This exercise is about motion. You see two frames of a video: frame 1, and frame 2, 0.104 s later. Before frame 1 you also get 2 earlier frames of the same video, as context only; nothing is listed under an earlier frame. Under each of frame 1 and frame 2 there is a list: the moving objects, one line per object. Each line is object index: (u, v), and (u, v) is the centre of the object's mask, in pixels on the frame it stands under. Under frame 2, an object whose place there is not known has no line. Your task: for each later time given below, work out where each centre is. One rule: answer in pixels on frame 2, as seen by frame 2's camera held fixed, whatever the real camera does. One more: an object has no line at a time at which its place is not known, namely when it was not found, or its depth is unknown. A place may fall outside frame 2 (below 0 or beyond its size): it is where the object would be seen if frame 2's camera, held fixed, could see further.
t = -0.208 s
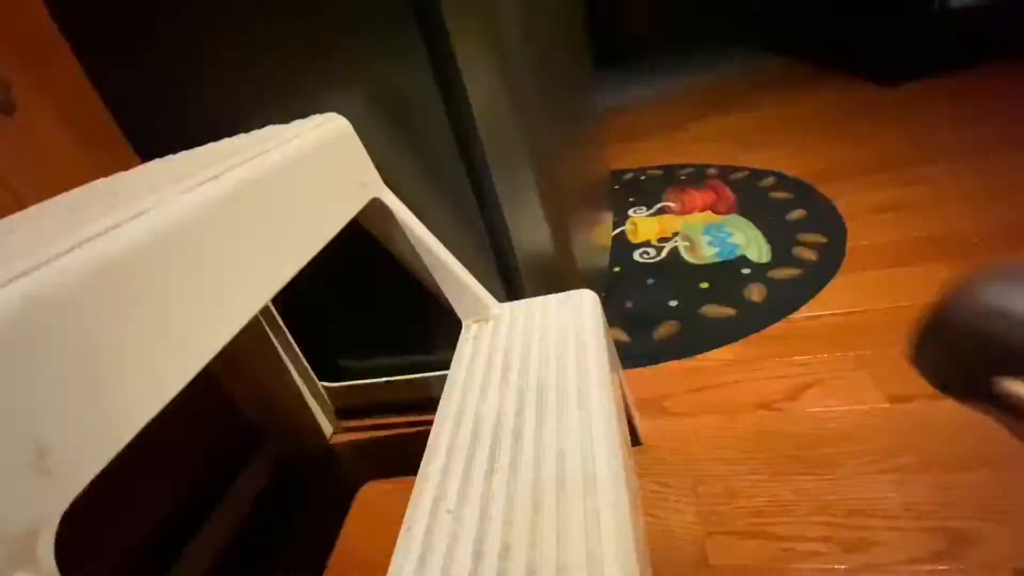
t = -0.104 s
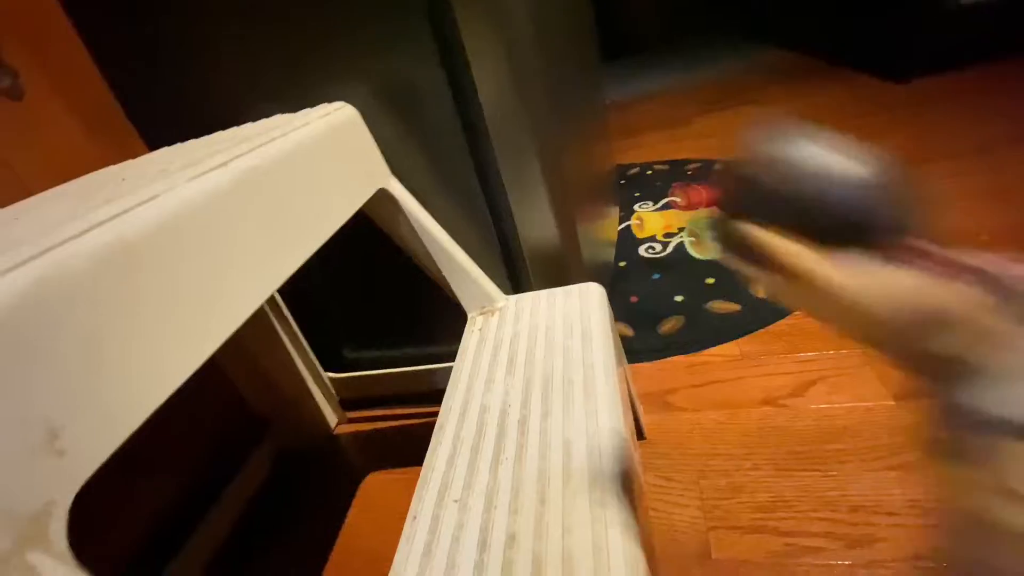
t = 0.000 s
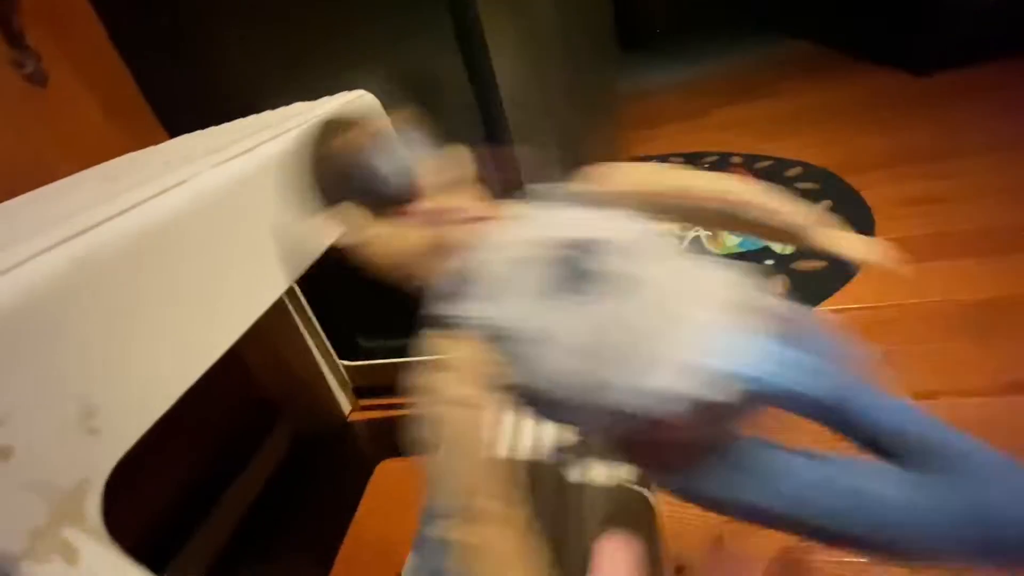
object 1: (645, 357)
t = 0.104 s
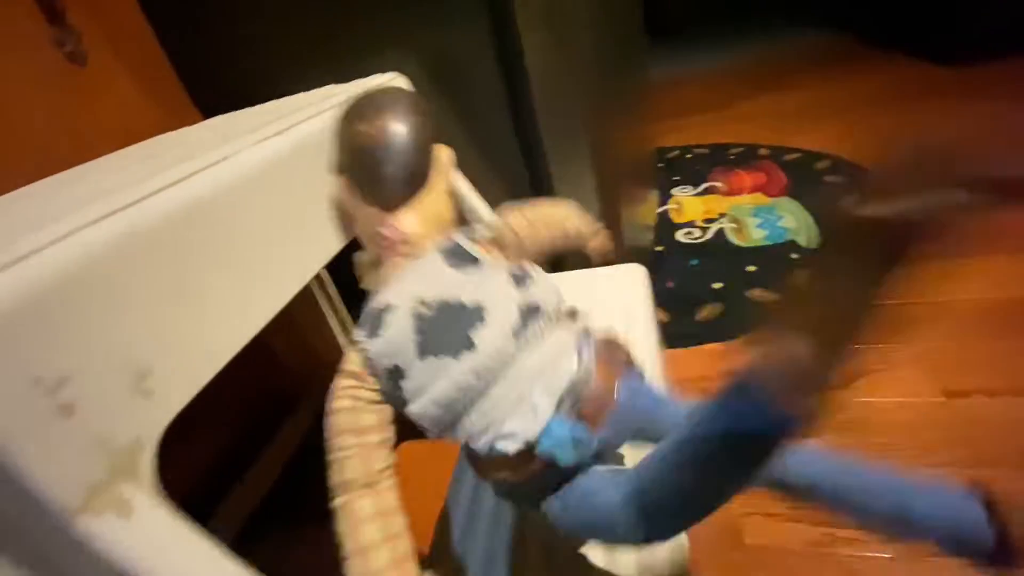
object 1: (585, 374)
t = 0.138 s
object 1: (564, 390)
